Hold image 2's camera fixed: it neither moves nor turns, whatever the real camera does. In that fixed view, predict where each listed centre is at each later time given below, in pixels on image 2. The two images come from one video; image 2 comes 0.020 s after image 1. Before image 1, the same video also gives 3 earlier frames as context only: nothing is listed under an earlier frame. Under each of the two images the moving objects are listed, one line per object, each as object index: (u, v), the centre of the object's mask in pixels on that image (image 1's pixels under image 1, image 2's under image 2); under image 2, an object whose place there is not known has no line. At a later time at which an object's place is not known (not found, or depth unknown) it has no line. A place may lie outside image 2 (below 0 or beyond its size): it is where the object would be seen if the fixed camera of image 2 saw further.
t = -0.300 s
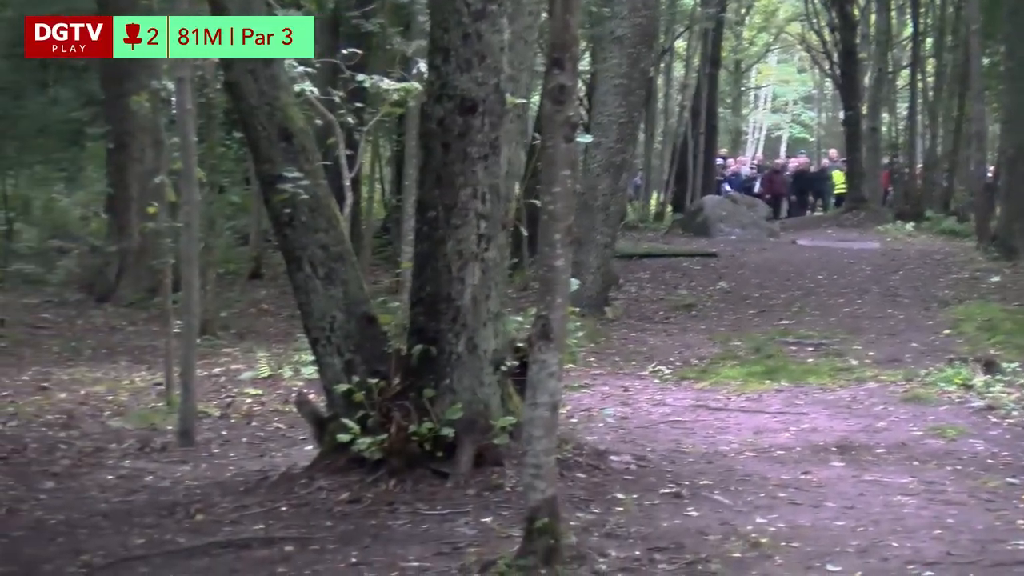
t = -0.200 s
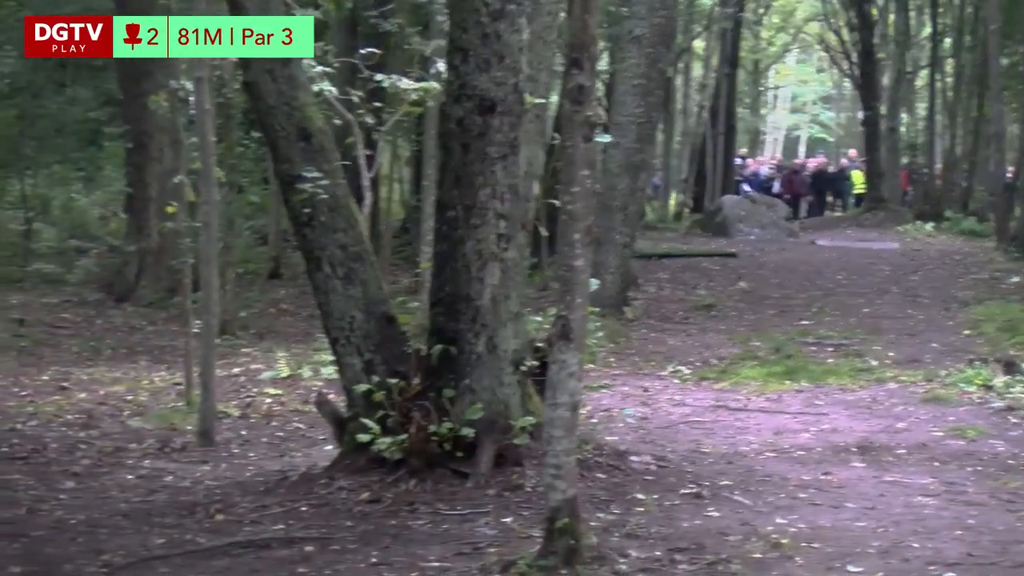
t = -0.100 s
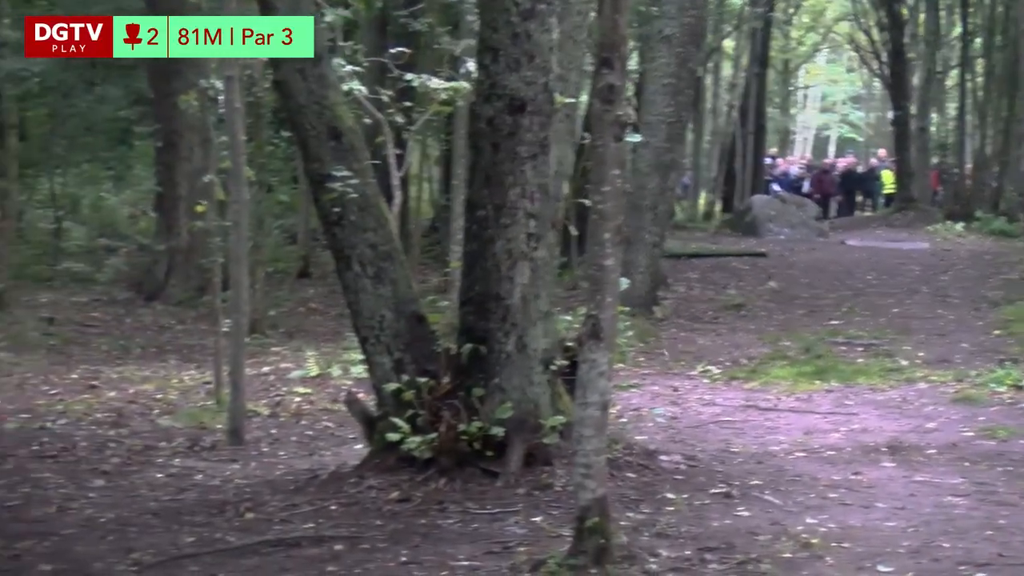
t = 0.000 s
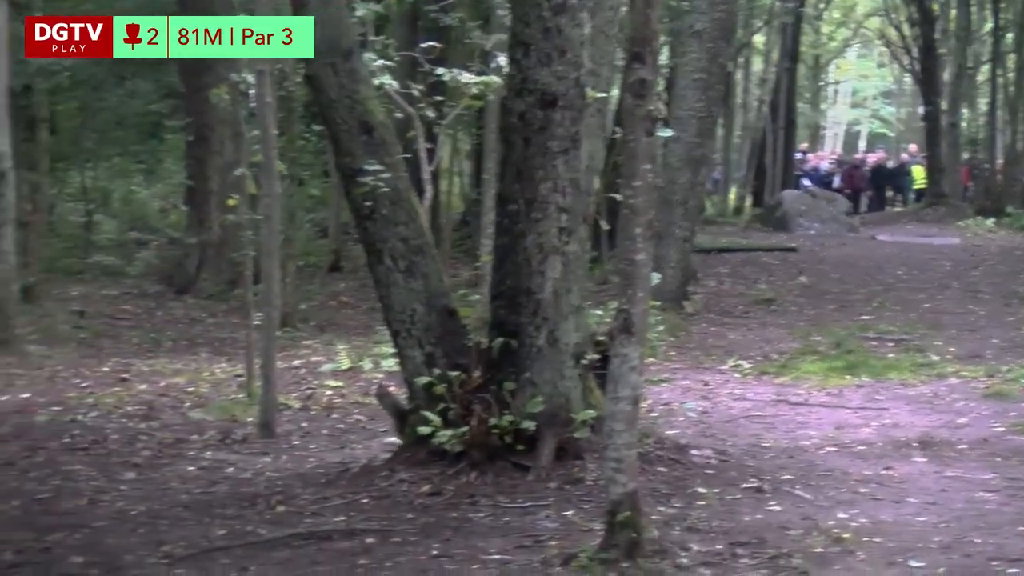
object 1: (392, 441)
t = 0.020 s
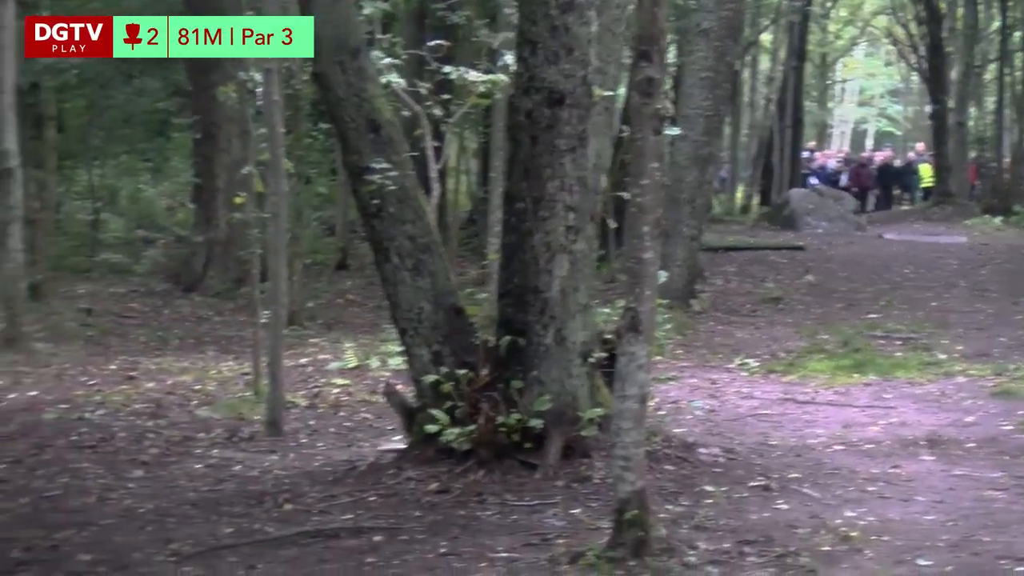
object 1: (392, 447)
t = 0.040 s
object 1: (388, 448)
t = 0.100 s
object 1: (360, 445)
